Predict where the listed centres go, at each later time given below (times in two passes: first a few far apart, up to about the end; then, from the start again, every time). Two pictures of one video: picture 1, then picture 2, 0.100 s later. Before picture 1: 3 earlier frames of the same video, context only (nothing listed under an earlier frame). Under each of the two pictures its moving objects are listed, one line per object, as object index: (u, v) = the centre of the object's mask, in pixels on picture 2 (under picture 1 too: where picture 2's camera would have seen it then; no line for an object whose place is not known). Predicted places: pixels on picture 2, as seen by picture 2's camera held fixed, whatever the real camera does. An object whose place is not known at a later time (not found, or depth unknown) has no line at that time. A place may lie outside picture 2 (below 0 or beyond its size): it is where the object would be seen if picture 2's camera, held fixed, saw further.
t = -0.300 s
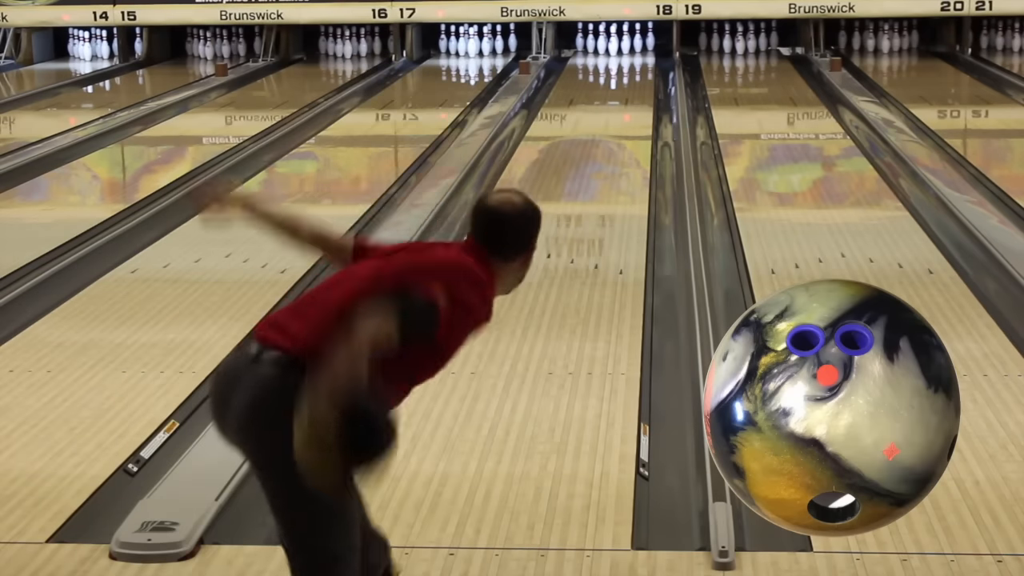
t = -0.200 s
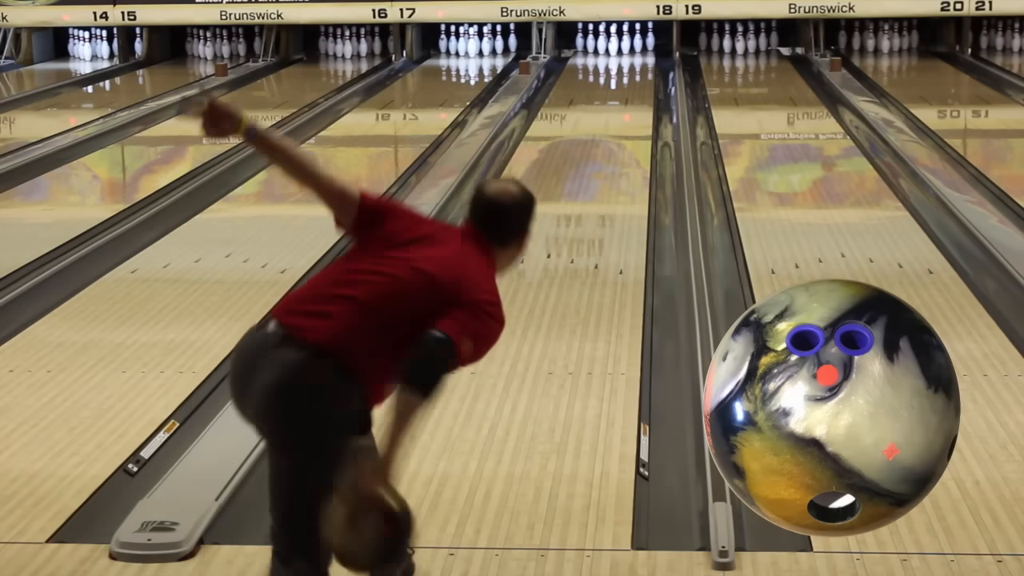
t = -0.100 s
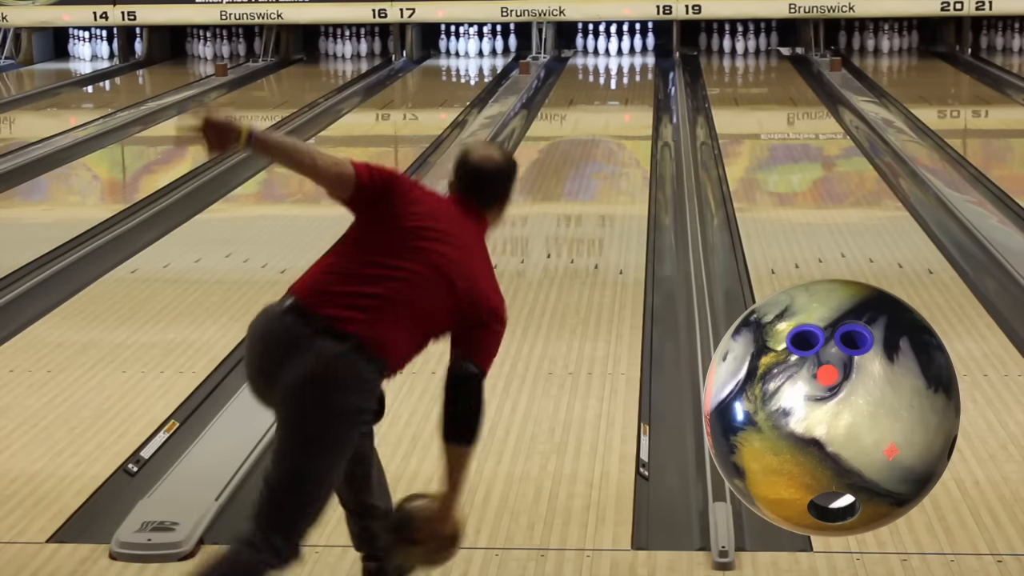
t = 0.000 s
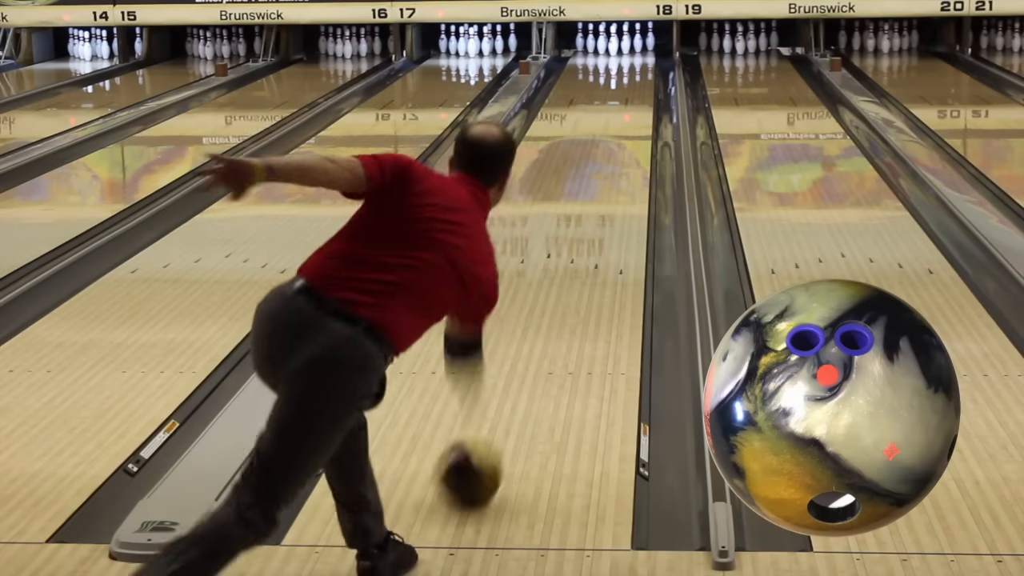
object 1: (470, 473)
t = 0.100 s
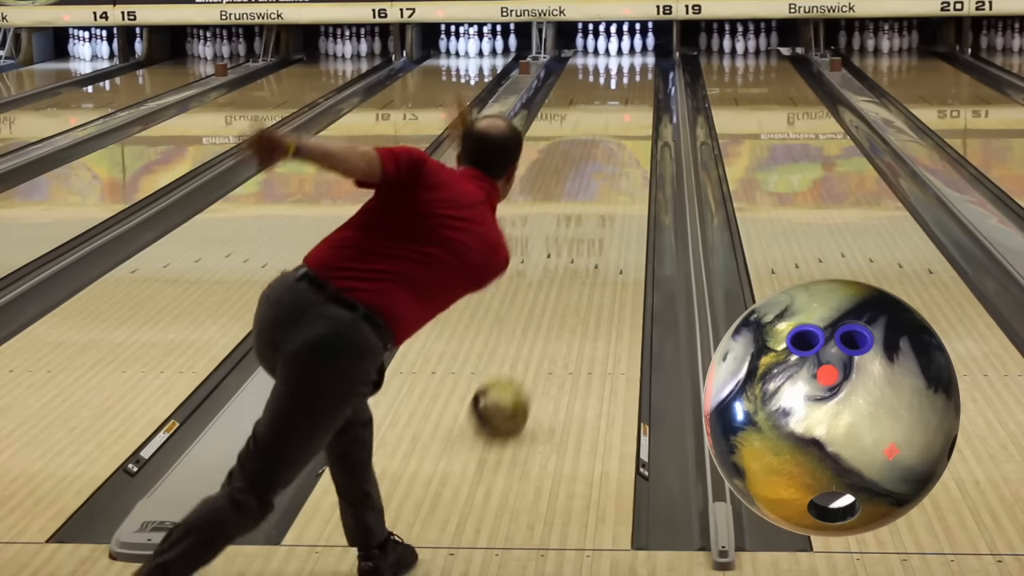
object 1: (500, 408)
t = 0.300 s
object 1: (543, 312)
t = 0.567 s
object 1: (578, 230)
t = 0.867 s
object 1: (603, 169)
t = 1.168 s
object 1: (619, 128)
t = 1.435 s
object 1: (628, 101)
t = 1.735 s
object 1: (631, 78)
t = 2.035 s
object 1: (630, 61)
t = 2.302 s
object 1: (619, 49)
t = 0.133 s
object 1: (509, 388)
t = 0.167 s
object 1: (516, 372)
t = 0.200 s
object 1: (523, 356)
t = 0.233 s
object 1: (530, 340)
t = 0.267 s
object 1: (537, 326)
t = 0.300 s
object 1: (543, 312)
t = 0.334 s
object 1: (548, 300)
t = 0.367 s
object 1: (553, 289)
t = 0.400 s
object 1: (558, 277)
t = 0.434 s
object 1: (563, 266)
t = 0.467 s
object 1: (567, 256)
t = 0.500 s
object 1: (571, 247)
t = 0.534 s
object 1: (574, 239)
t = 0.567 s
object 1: (578, 230)
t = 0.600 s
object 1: (582, 222)
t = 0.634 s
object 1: (585, 214)
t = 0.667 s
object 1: (588, 207)
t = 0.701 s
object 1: (591, 200)
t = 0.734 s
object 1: (593, 193)
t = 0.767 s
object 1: (596, 187)
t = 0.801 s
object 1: (598, 181)
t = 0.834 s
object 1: (601, 175)
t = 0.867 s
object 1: (603, 169)
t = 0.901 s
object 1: (605, 164)
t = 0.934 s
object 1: (607, 159)
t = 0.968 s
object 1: (609, 153)
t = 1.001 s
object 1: (611, 149)
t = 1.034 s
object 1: (613, 144)
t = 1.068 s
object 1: (614, 140)
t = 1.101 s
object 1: (616, 136)
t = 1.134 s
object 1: (618, 131)
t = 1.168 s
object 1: (619, 128)
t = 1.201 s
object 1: (620, 124)
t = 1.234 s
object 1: (622, 121)
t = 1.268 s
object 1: (623, 117)
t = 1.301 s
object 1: (624, 114)
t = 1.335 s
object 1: (625, 110)
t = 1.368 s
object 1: (627, 107)
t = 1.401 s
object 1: (628, 104)
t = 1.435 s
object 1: (628, 101)
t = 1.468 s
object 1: (629, 98)
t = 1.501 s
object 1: (630, 95)
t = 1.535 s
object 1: (632, 93)
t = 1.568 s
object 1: (629, 90)
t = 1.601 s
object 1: (631, 88)
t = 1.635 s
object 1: (632, 85)
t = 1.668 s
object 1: (633, 82)
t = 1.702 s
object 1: (634, 80)
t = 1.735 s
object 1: (631, 78)
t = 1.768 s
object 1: (632, 76)
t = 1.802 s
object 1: (633, 74)
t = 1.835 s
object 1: (633, 72)
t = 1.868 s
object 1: (631, 70)
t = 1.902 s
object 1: (632, 68)
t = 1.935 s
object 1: (631, 66)
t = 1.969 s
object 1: (631, 64)
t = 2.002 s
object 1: (630, 62)
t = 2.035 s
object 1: (630, 61)
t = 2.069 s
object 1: (629, 59)
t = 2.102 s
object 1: (627, 57)
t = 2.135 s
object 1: (627, 56)
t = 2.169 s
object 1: (626, 54)
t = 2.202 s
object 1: (625, 53)
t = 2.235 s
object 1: (624, 51)
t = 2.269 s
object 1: (622, 50)
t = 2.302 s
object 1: (619, 49)
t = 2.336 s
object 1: (621, 48)
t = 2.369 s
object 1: (621, 46)
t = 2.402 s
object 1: (619, 46)
